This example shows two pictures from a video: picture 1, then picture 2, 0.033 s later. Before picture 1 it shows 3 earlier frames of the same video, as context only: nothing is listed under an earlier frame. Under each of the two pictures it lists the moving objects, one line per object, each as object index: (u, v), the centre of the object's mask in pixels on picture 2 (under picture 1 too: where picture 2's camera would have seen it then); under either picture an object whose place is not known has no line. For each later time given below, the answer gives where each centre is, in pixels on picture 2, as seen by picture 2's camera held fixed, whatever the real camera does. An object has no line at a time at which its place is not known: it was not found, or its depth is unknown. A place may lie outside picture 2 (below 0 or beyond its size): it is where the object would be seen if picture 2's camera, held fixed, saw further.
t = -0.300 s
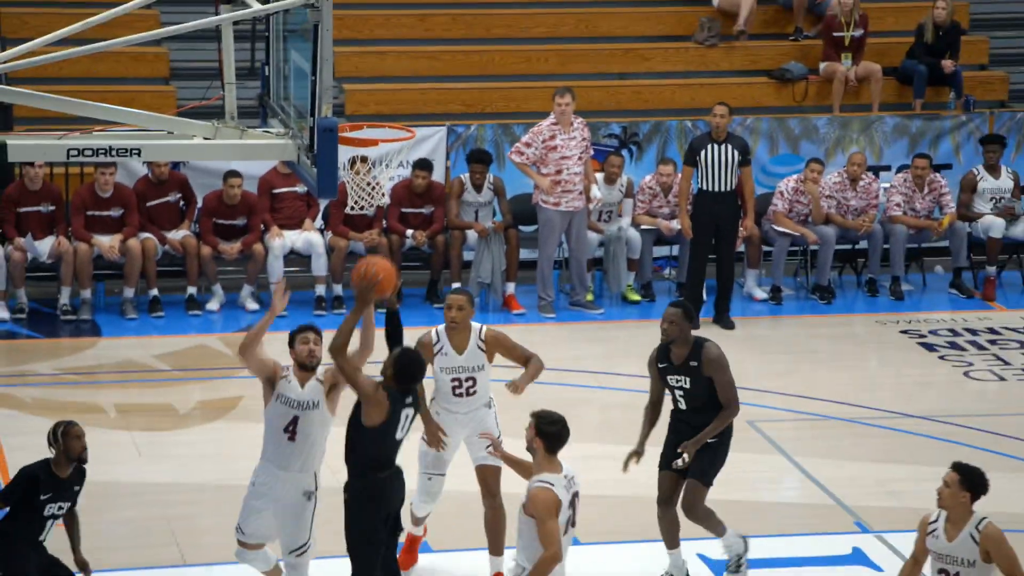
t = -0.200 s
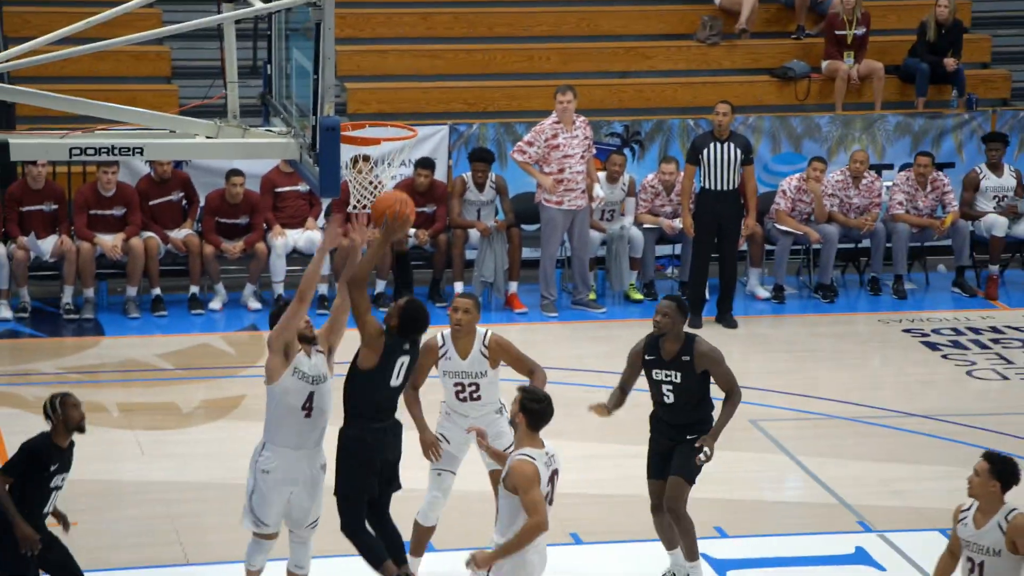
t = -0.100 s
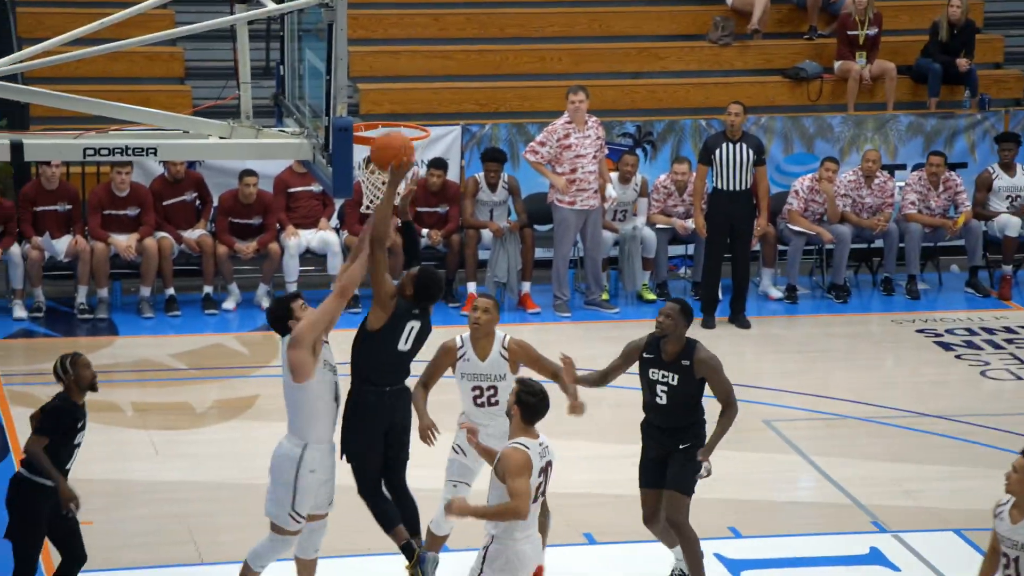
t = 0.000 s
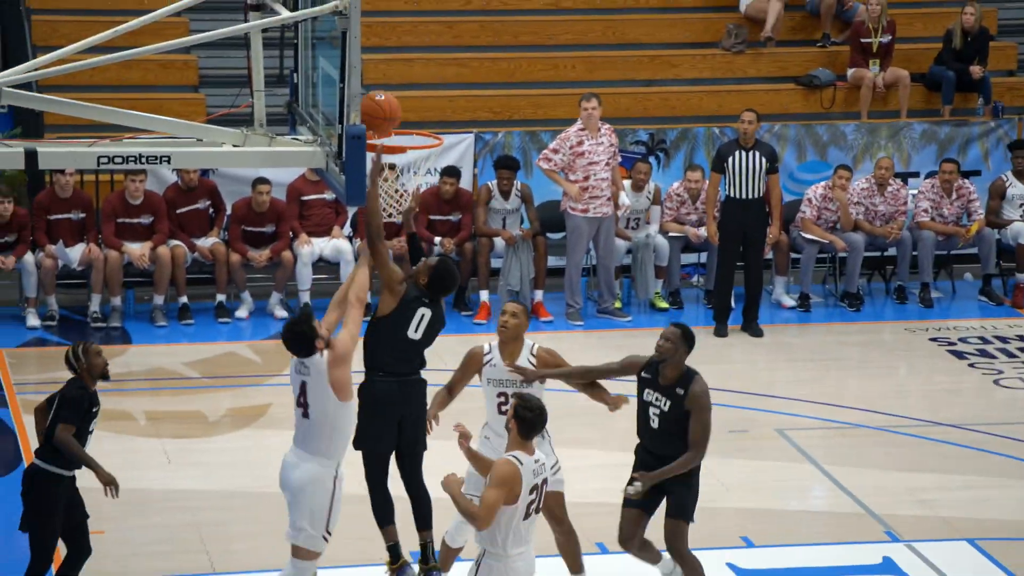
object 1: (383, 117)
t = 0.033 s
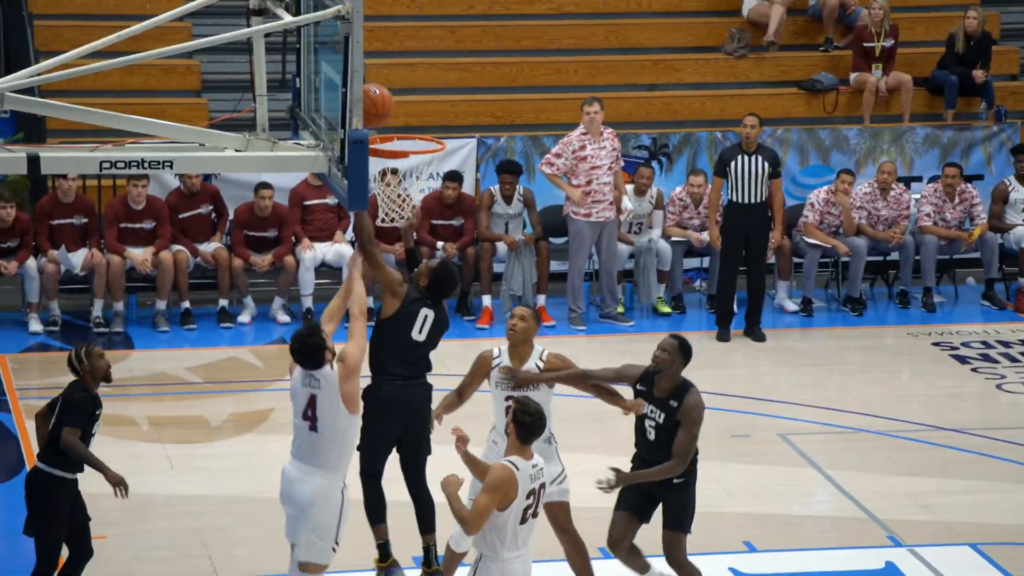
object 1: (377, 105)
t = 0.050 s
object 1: (374, 99)
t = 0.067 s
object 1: (371, 94)
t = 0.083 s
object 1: (372, 91)
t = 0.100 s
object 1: (373, 90)
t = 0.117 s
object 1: (374, 87)
